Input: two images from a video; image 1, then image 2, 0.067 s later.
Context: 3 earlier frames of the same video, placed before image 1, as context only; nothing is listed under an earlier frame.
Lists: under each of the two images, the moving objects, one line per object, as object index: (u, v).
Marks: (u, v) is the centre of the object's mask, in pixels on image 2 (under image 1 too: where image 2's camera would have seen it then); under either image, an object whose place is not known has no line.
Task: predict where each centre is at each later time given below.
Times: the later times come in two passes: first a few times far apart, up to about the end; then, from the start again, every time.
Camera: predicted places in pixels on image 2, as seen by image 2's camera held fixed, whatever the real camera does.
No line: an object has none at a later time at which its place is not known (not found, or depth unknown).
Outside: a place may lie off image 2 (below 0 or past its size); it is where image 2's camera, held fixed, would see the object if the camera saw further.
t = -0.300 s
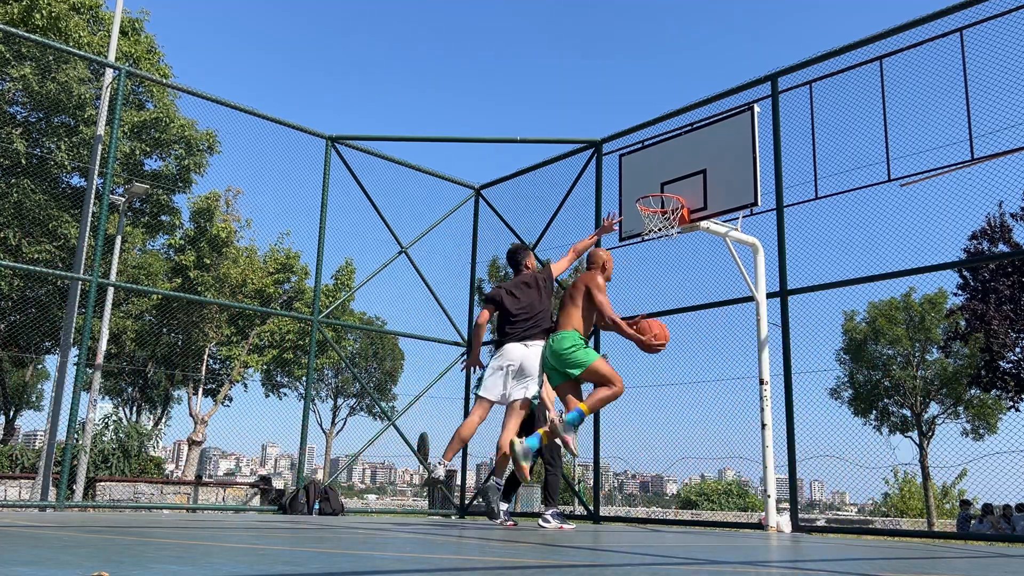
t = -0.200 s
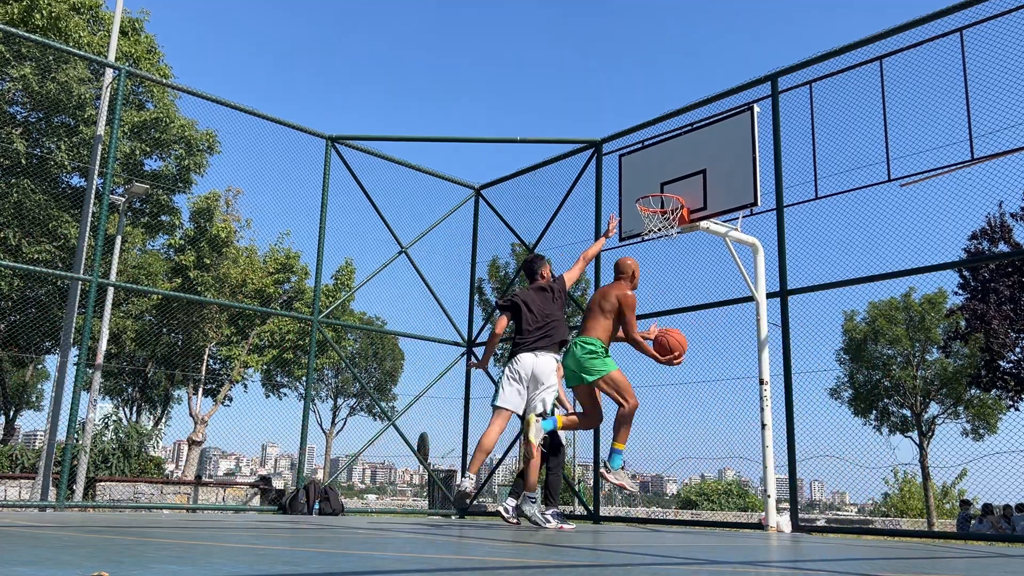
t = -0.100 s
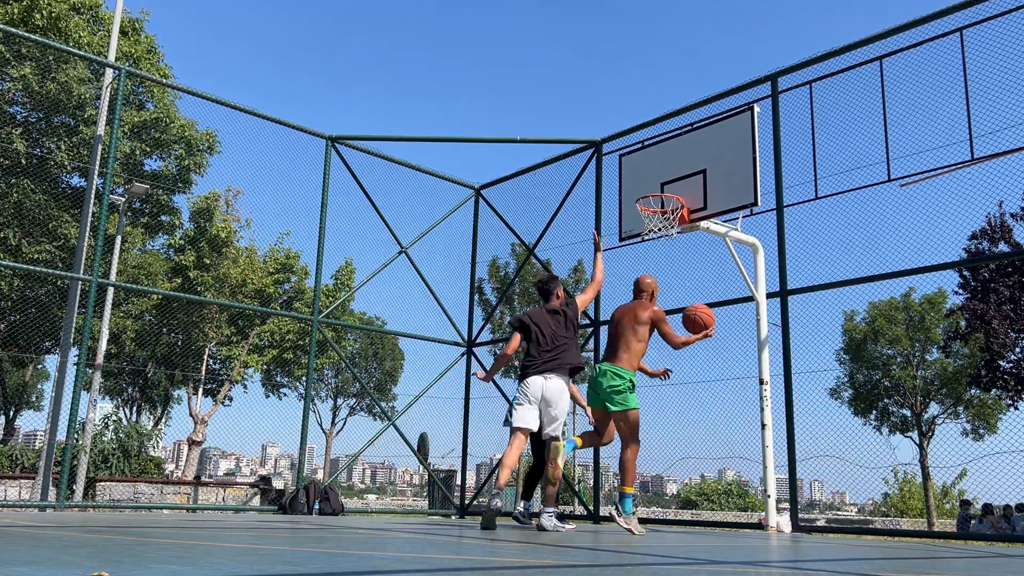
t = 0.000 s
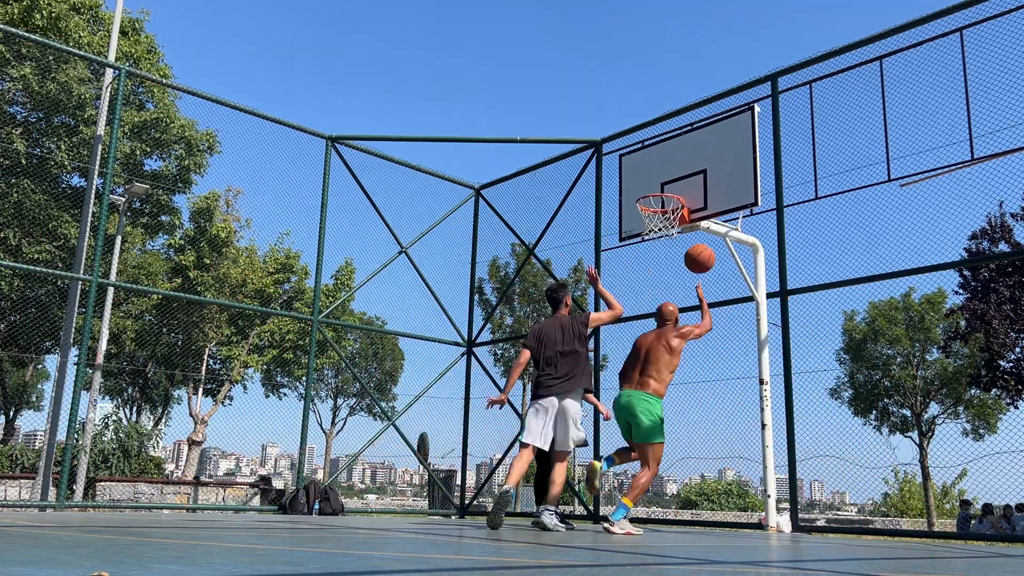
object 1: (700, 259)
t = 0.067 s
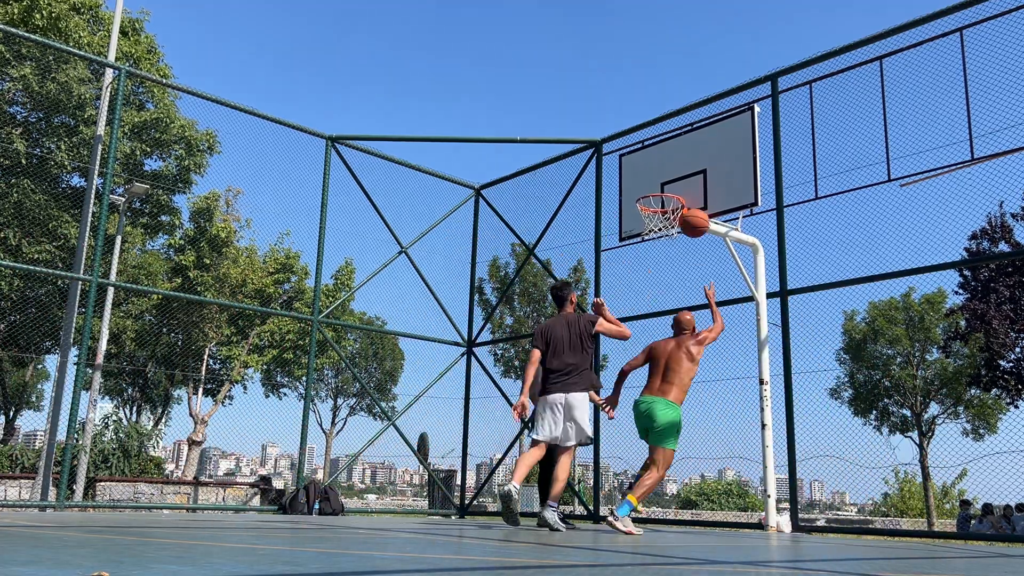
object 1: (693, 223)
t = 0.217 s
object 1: (686, 169)
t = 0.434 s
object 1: (676, 140)
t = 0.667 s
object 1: (668, 159)
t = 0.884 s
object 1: (644, 186)
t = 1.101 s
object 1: (607, 233)
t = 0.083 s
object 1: (692, 216)
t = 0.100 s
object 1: (691, 209)
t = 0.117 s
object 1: (692, 201)
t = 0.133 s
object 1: (691, 195)
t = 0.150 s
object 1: (690, 189)
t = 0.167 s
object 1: (689, 184)
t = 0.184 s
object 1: (688, 178)
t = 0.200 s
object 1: (687, 174)
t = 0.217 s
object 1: (686, 169)
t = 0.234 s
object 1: (685, 165)
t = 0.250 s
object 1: (684, 161)
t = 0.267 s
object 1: (684, 158)
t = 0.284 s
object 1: (683, 155)
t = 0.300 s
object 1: (682, 152)
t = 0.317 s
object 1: (681, 149)
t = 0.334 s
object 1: (680, 147)
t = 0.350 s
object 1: (679, 145)
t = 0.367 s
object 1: (678, 144)
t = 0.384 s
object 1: (678, 142)
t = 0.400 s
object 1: (677, 141)
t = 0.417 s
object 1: (677, 140)
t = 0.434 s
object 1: (676, 140)
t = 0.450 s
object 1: (675, 140)
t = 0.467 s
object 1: (675, 140)
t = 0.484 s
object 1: (674, 140)
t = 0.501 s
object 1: (673, 141)
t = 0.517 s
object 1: (673, 142)
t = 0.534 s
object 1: (672, 143)
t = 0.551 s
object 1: (672, 144)
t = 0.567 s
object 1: (671, 146)
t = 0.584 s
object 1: (670, 147)
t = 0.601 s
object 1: (670, 149)
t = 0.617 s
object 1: (669, 151)
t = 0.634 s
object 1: (668, 154)
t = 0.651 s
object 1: (668, 156)
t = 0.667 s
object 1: (668, 159)
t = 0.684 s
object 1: (667, 162)
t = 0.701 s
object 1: (667, 166)
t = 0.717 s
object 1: (666, 169)
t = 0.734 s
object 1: (666, 173)
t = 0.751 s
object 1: (665, 177)
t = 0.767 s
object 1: (664, 180)
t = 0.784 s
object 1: (661, 180)
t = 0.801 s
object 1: (658, 180)
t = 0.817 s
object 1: (655, 181)
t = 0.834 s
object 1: (652, 182)
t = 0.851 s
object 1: (649, 184)
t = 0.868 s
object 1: (647, 185)
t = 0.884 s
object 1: (644, 186)
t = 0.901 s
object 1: (641, 189)
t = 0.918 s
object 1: (638, 191)
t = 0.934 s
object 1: (635, 193)
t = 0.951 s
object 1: (631, 196)
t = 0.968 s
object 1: (629, 199)
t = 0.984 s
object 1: (626, 203)
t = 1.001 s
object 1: (624, 207)
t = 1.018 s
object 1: (622, 210)
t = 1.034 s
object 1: (619, 214)
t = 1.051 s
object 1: (615, 218)
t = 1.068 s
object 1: (613, 223)
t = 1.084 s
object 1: (610, 227)
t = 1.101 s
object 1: (607, 233)
